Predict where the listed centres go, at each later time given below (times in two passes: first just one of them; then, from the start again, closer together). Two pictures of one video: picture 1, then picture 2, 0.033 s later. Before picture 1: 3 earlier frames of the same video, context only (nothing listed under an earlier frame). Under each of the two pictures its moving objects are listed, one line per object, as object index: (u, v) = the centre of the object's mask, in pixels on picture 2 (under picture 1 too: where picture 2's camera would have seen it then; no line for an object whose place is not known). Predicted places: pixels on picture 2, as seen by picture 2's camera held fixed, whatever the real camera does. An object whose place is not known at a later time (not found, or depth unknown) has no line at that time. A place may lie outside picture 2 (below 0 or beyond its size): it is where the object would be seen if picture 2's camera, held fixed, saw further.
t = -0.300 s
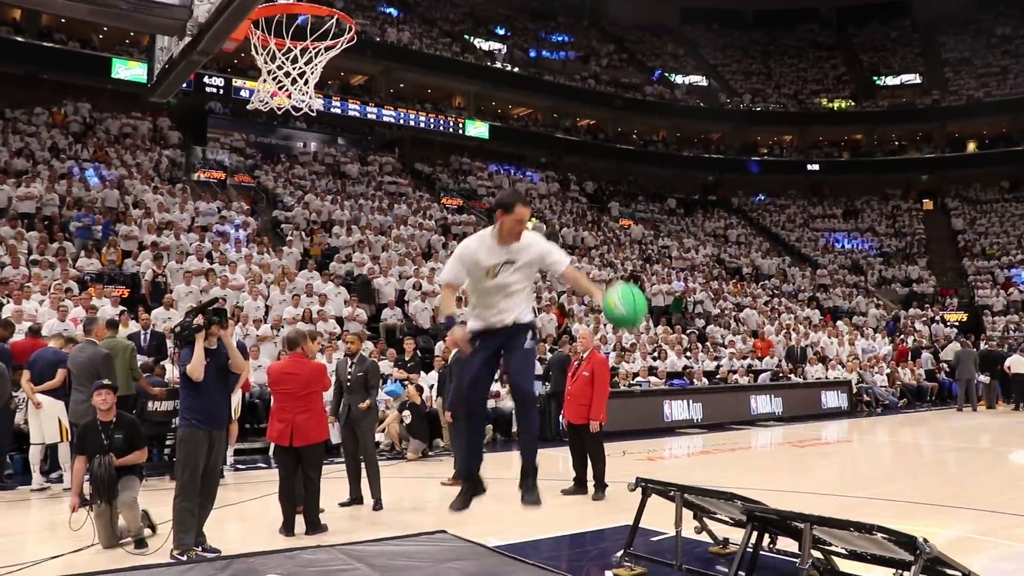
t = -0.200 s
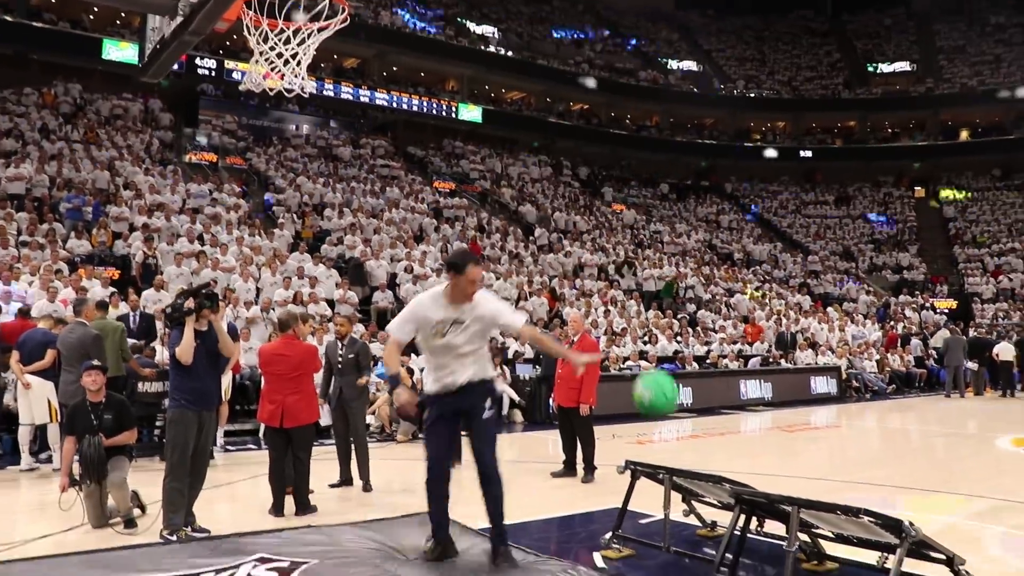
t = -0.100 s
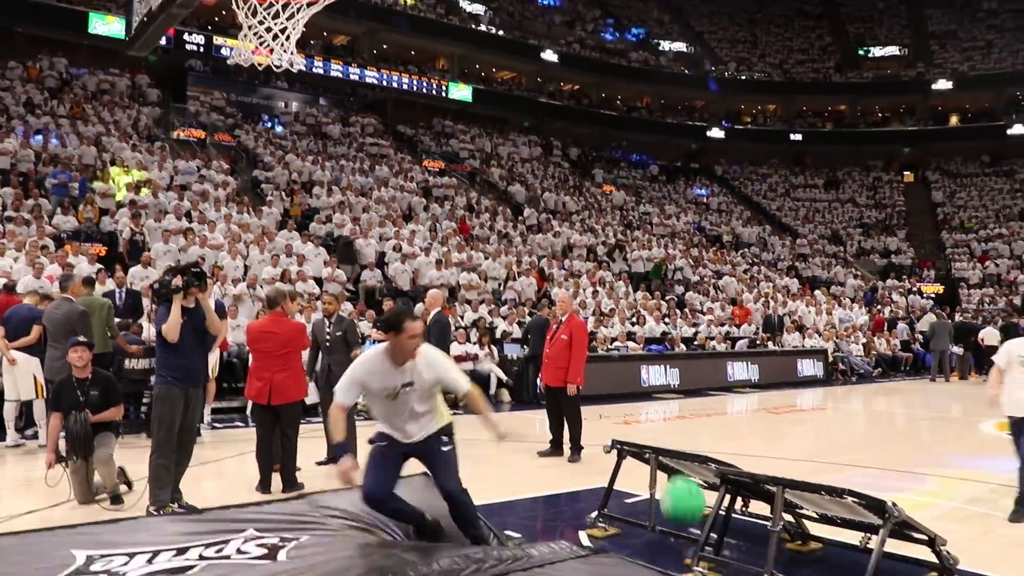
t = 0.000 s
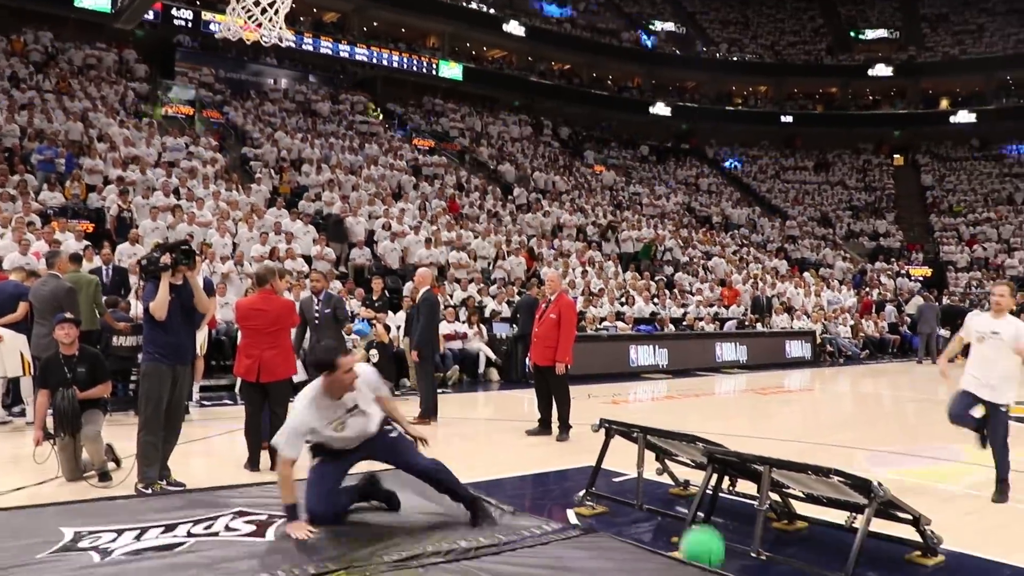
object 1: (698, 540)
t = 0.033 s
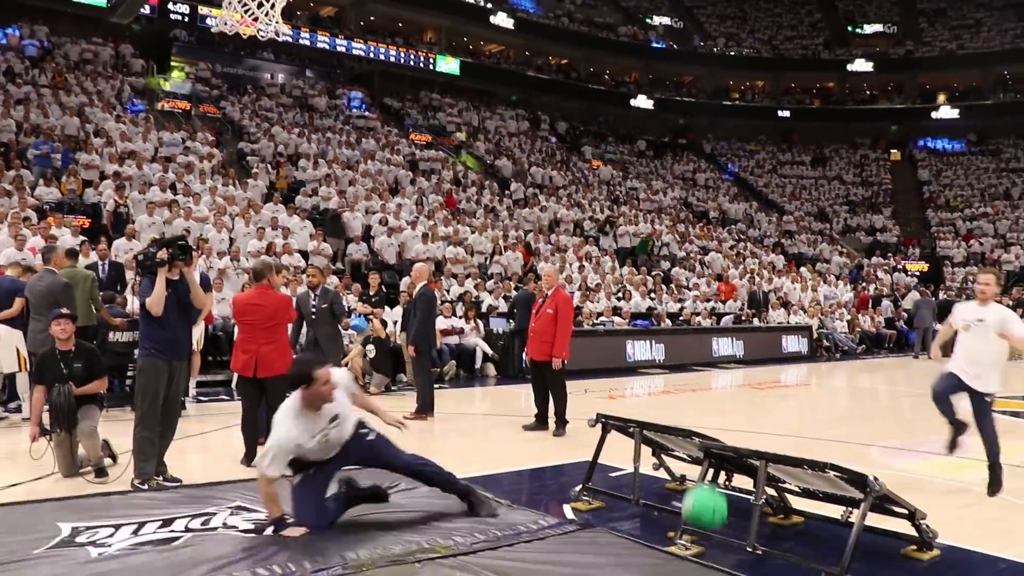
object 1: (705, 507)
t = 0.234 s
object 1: (745, 320)
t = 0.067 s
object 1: (712, 471)
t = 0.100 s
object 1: (719, 440)
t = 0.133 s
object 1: (726, 406)
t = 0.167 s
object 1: (732, 374)
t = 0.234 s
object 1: (745, 320)
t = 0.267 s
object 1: (745, 300)
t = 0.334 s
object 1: (758, 256)
